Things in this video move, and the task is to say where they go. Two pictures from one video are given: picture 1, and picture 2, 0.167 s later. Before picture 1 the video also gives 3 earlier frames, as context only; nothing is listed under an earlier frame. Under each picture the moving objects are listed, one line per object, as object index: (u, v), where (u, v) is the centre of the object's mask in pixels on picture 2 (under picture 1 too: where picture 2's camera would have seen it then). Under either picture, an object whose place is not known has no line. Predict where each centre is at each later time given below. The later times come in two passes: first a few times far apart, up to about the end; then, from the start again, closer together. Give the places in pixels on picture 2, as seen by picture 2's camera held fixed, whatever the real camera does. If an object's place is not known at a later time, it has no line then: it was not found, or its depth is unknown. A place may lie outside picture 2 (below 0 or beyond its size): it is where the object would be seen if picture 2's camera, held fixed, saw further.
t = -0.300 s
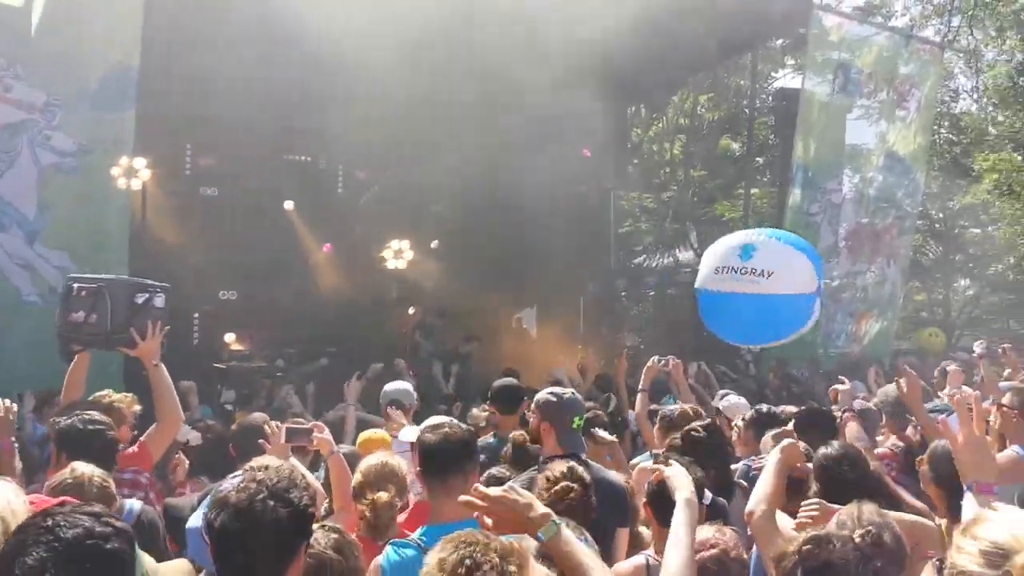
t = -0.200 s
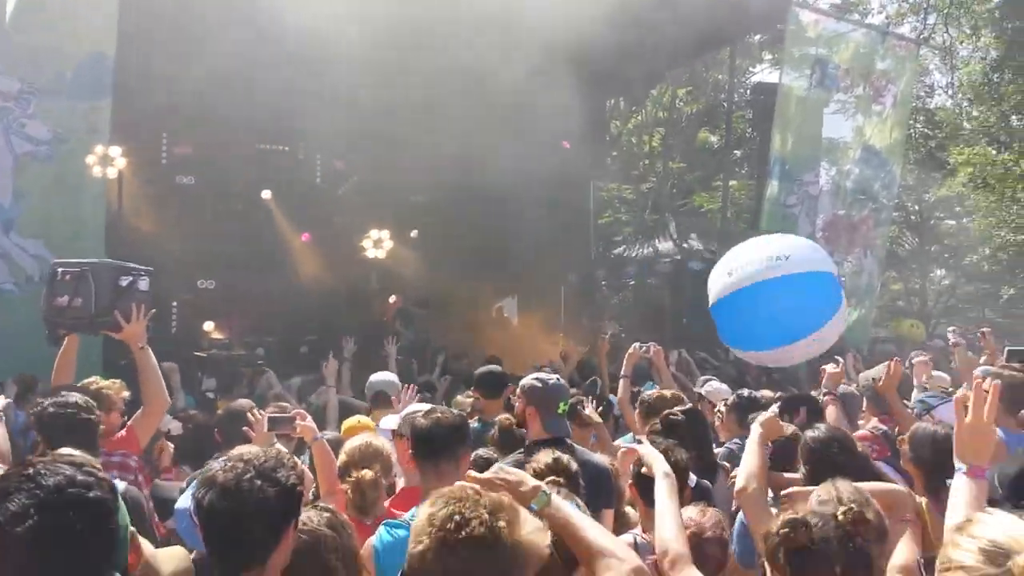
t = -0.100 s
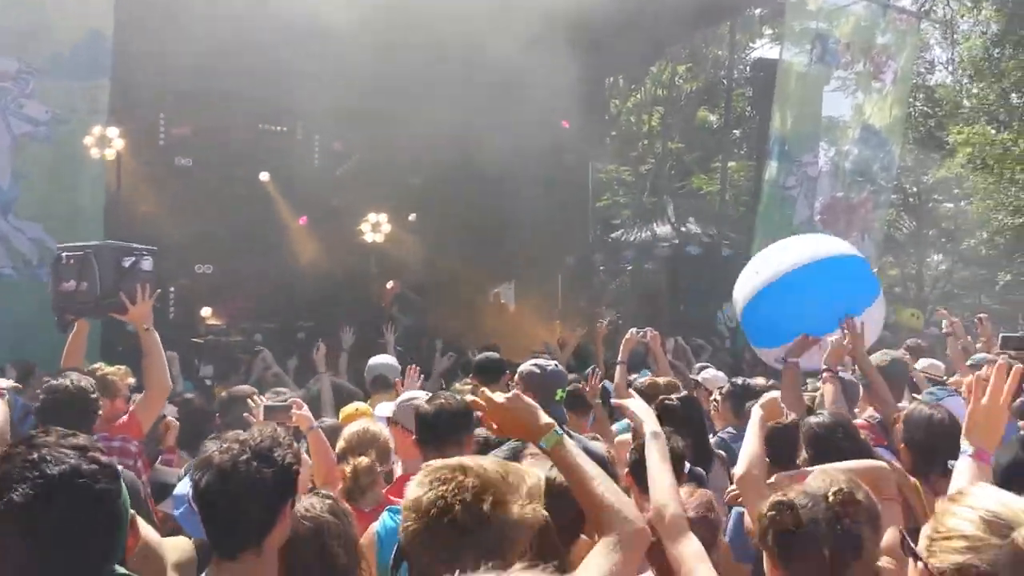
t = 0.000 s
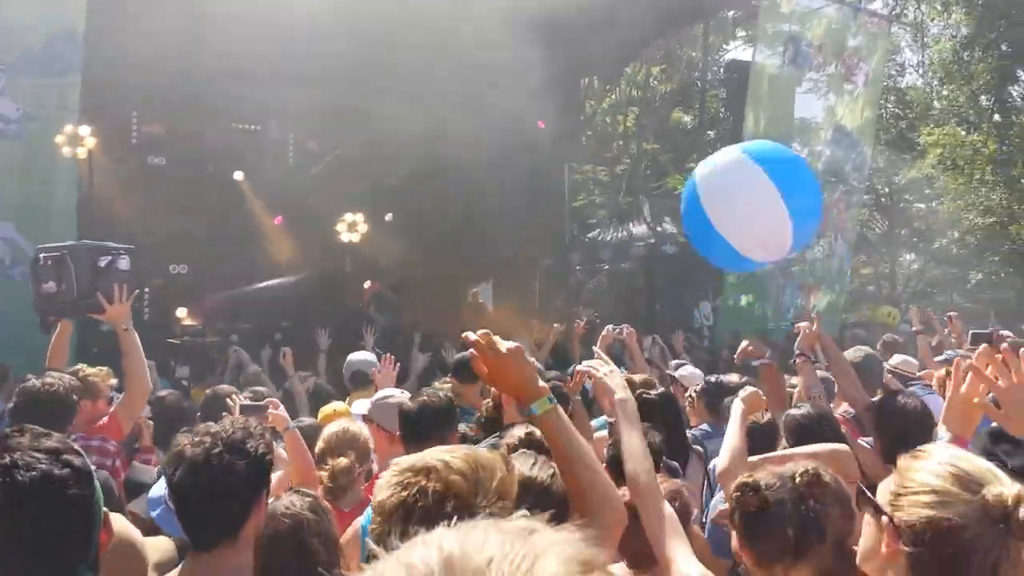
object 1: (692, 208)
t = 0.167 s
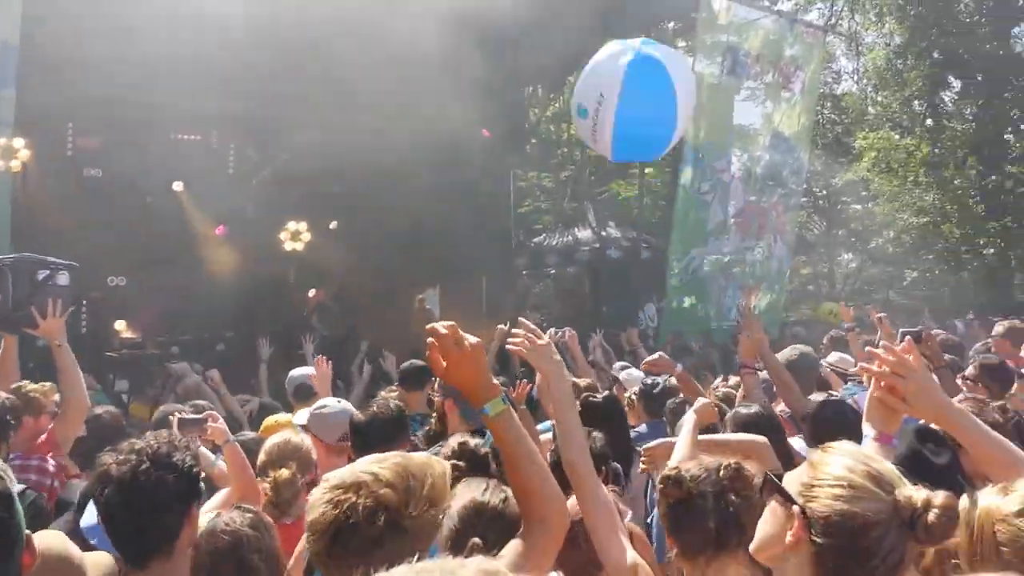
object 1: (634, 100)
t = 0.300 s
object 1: (595, 47)
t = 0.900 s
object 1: (497, 91)
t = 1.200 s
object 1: (470, 228)
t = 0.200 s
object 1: (623, 83)
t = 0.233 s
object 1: (615, 66)
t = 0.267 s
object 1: (607, 54)
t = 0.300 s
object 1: (595, 47)
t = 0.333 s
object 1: (582, 42)
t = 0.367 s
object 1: (573, 34)
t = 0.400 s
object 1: (570, 29)
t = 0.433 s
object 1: (566, 23)
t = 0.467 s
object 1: (555, 23)
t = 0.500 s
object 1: (549, 23)
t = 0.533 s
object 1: (545, 19)
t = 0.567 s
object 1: (538, 26)
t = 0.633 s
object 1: (524, 32)
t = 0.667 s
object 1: (531, 34)
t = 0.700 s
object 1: (525, 40)
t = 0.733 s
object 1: (515, 45)
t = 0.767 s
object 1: (511, 48)
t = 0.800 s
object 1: (508, 59)
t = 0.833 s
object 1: (506, 71)
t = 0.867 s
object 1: (506, 77)
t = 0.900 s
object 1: (497, 91)
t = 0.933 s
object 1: (491, 103)
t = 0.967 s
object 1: (491, 112)
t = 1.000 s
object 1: (489, 129)
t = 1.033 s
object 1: (485, 143)
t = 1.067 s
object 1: (481, 158)
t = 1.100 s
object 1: (475, 176)
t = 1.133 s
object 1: (476, 195)
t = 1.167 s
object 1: (476, 210)
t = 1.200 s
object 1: (470, 228)
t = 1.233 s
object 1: (464, 248)
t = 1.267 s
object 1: (461, 267)
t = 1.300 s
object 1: (458, 286)
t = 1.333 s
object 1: (455, 305)
